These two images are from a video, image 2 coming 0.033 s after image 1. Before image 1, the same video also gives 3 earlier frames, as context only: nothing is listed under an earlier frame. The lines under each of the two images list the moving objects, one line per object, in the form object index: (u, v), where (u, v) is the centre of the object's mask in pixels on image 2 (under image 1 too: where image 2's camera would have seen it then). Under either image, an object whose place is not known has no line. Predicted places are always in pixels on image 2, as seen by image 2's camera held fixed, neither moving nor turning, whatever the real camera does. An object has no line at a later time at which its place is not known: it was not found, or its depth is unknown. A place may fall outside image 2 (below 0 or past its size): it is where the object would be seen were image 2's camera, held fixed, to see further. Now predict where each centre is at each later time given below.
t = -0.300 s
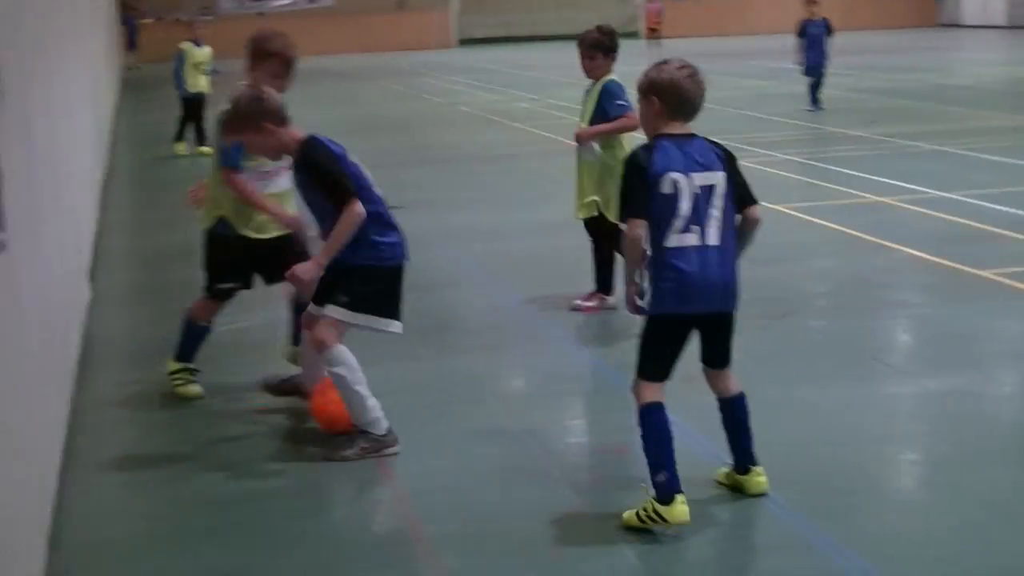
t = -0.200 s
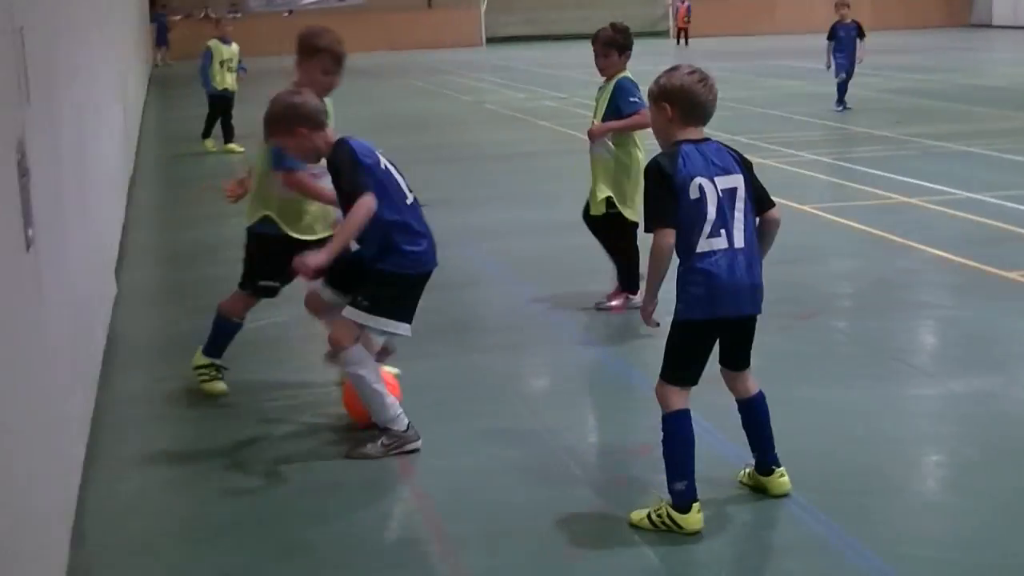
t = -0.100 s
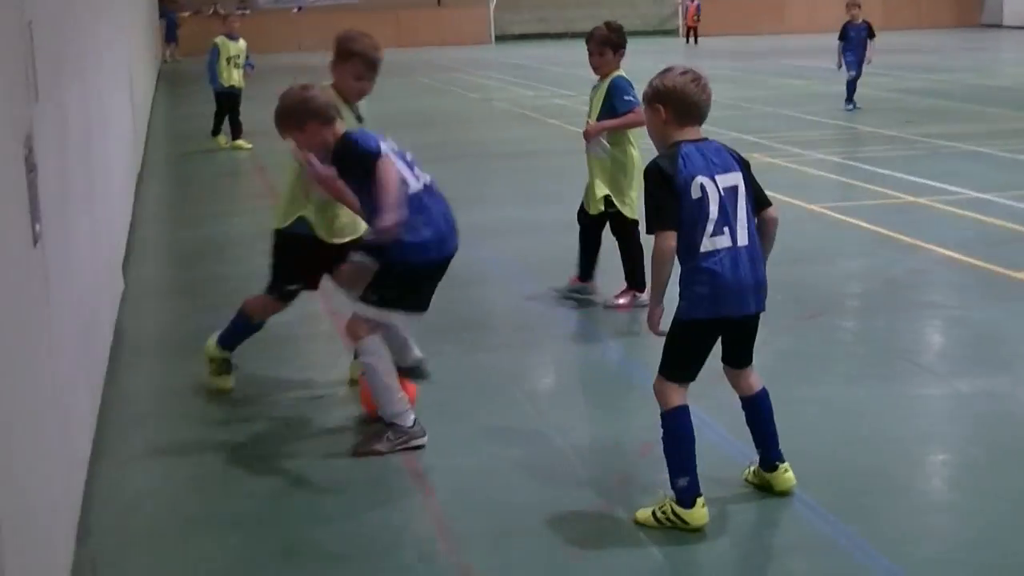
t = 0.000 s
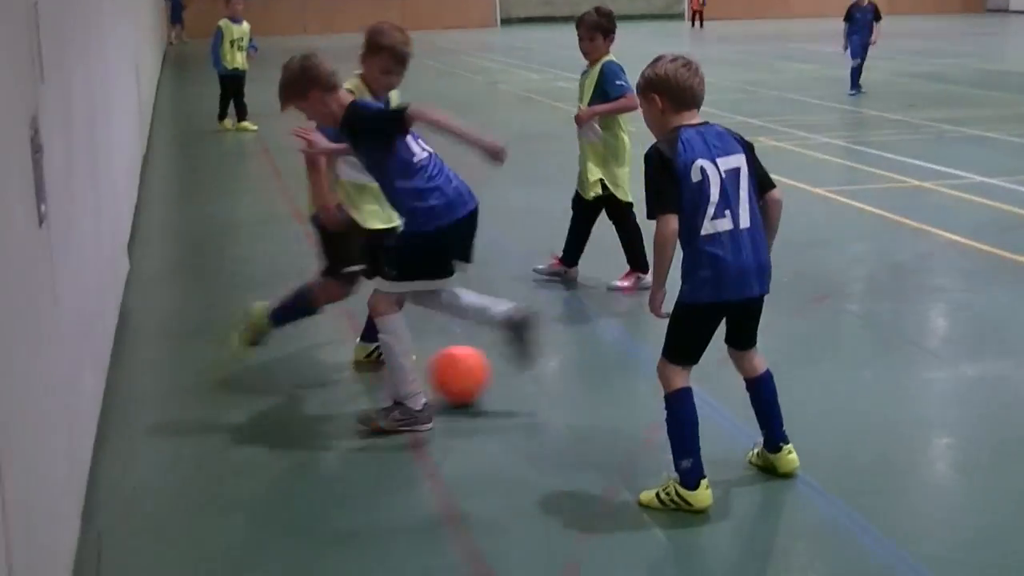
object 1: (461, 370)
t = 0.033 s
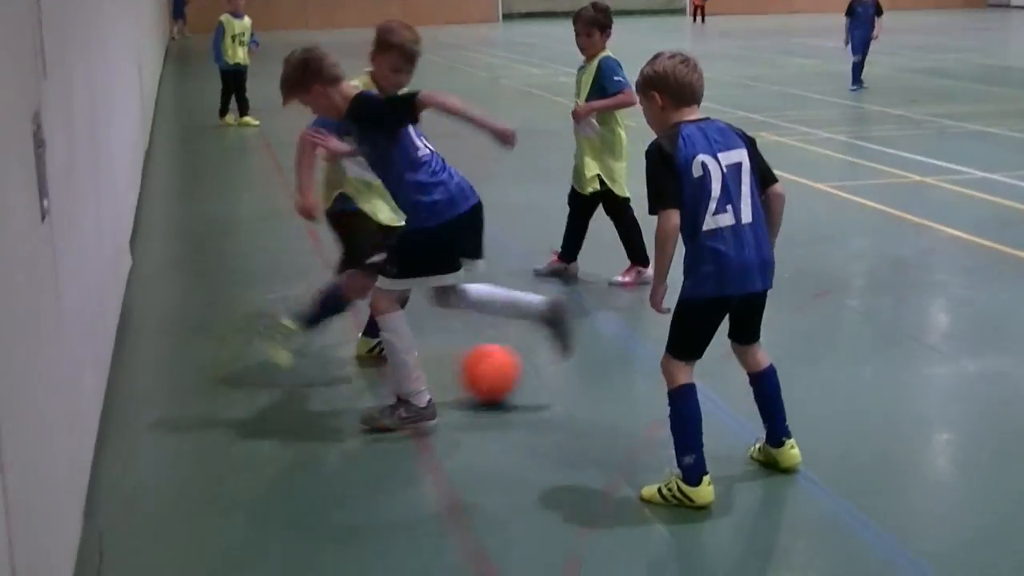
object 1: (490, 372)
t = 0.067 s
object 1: (519, 375)
